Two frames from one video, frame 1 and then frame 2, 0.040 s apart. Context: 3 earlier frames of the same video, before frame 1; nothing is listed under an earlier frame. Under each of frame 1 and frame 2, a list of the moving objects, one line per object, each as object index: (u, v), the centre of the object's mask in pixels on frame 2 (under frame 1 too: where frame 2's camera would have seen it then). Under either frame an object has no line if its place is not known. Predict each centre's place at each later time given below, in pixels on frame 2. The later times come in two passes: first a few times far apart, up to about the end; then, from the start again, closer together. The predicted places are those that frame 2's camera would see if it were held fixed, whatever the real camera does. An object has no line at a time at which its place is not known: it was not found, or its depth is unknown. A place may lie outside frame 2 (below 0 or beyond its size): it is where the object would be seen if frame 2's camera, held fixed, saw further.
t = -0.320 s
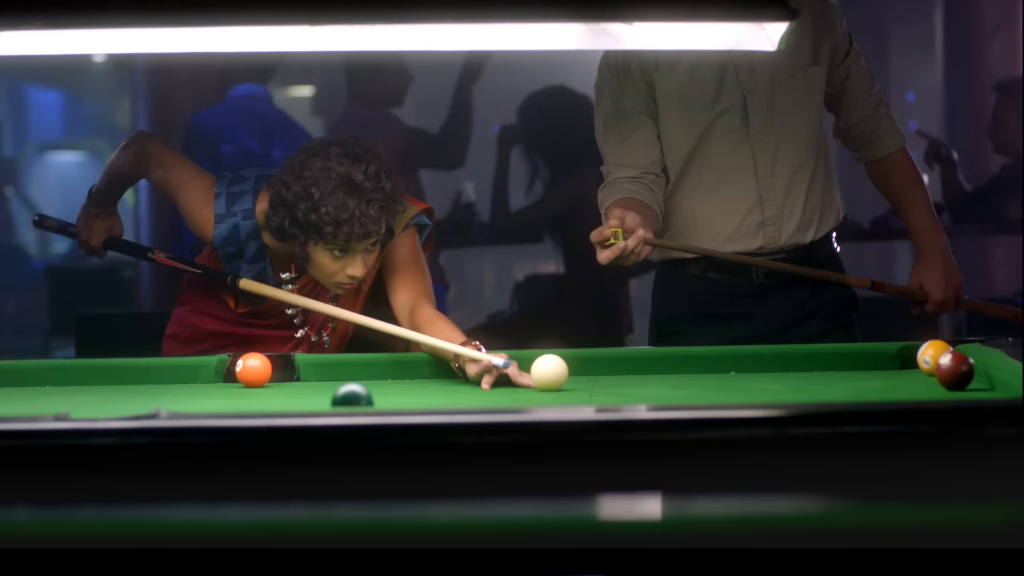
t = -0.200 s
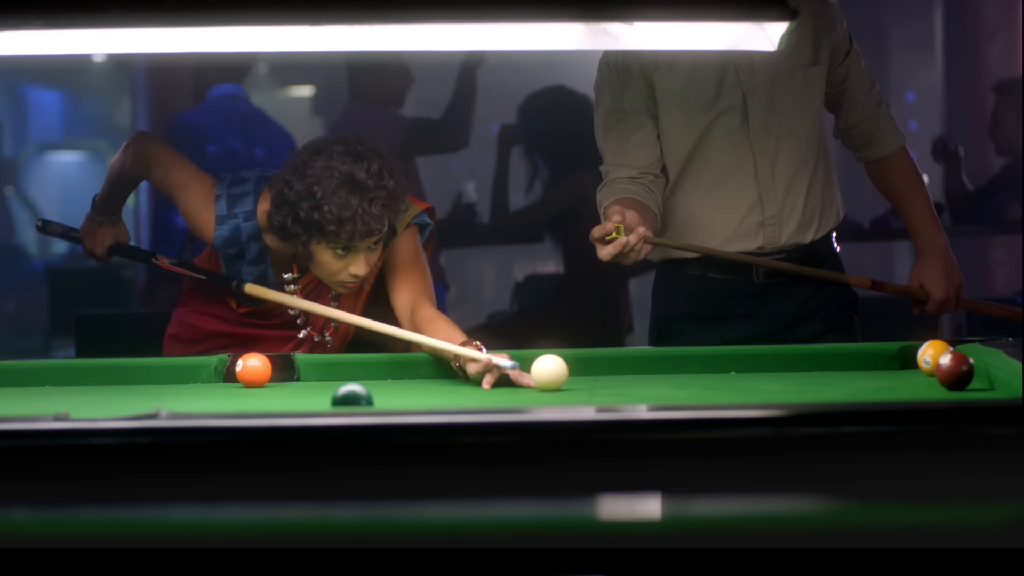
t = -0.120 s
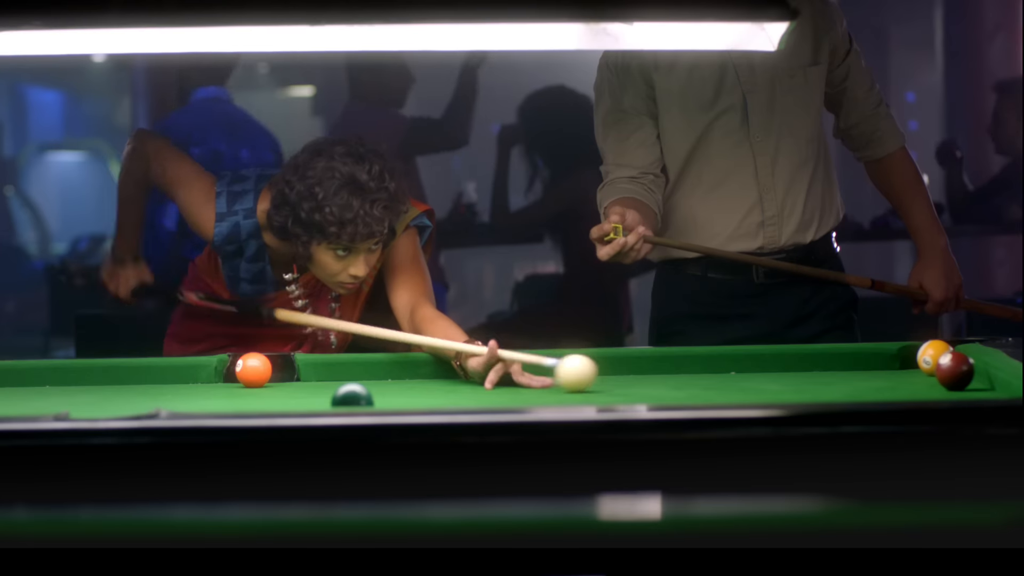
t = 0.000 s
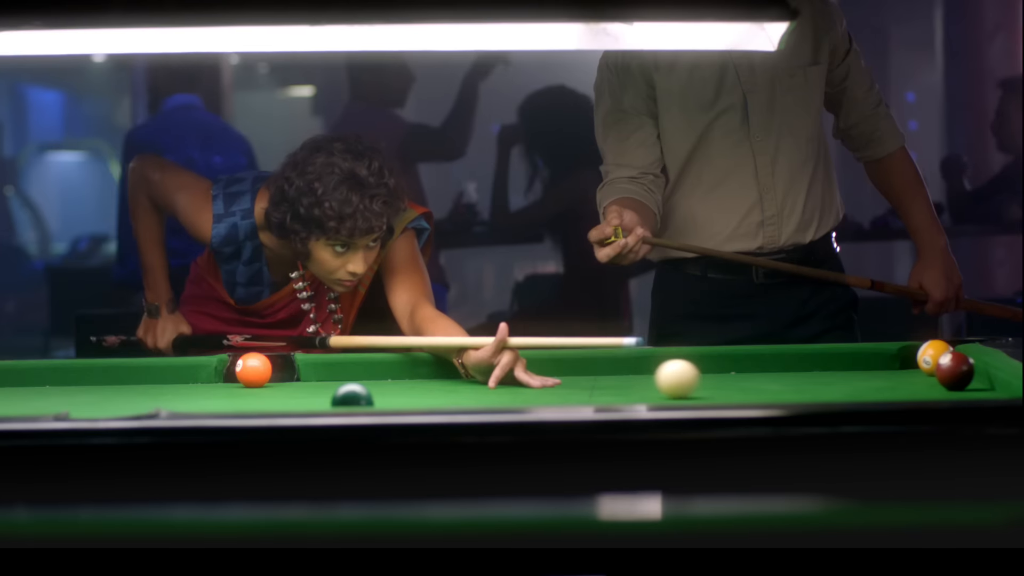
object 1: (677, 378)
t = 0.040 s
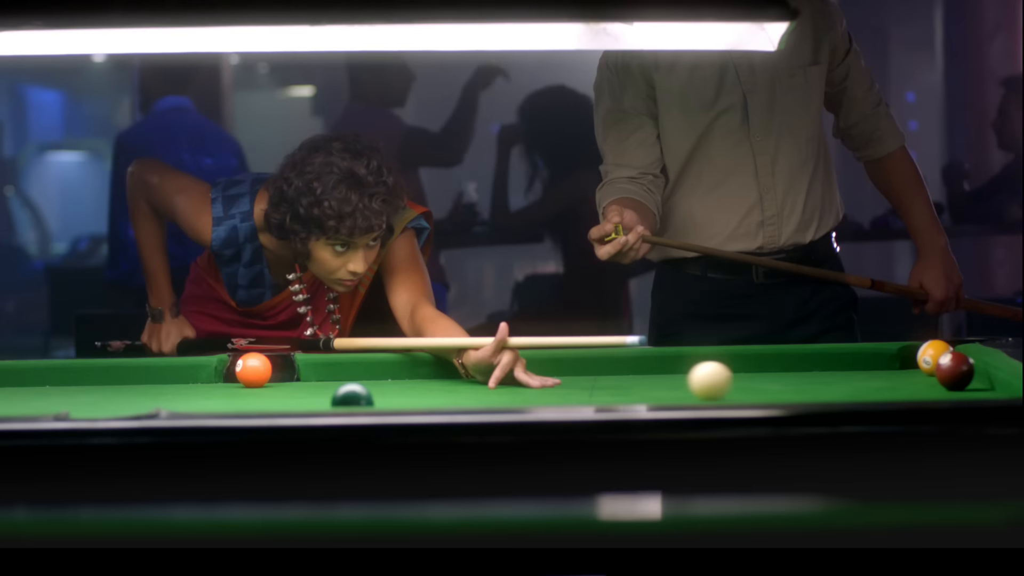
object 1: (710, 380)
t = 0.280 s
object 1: (907, 385)
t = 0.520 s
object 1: (963, 390)
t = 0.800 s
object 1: (835, 392)
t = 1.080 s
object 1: (714, 390)
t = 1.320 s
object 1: (623, 389)
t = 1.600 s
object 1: (528, 387)
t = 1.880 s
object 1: (440, 383)
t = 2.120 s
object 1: (378, 379)
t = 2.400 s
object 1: (311, 376)
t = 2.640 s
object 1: (263, 374)
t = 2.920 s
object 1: (207, 372)
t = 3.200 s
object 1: (152, 372)
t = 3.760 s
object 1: (61, 371)
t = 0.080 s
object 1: (741, 381)
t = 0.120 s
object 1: (773, 382)
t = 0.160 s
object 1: (805, 383)
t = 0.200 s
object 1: (839, 384)
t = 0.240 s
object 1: (873, 385)
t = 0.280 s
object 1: (907, 385)
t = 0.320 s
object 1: (943, 386)
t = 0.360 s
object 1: (978, 386)
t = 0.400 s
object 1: (1008, 388)
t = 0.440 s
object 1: (1000, 389)
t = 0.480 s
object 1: (981, 389)
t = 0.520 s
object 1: (963, 390)
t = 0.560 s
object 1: (947, 391)
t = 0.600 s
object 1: (930, 392)
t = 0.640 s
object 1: (909, 392)
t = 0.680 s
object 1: (890, 392)
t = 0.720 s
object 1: (871, 392)
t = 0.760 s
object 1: (853, 392)
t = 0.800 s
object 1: (835, 392)
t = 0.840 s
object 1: (817, 391)
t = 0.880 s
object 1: (799, 391)
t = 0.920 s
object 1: (782, 391)
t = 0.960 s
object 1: (764, 390)
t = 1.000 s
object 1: (747, 390)
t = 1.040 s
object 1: (730, 390)
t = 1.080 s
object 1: (714, 390)
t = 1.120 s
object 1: (698, 390)
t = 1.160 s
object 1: (682, 390)
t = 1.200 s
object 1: (667, 390)
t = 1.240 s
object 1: (652, 389)
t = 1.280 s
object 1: (637, 389)
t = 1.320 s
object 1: (623, 389)
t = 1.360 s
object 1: (609, 389)
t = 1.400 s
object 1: (594, 388)
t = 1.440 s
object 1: (581, 388)
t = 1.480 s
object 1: (567, 388)
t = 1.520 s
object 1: (554, 388)
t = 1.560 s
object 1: (541, 388)
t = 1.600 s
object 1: (528, 387)
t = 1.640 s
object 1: (515, 387)
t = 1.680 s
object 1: (502, 387)
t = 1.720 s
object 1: (490, 387)
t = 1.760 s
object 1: (477, 387)
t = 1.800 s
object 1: (465, 386)
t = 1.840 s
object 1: (452, 385)
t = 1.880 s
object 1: (440, 383)
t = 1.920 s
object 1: (428, 382)
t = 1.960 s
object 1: (418, 382)
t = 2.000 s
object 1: (407, 381)
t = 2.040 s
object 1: (397, 380)
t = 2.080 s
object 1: (387, 380)
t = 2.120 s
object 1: (378, 379)
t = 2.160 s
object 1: (369, 376)
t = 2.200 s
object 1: (359, 374)
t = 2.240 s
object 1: (348, 374)
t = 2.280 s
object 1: (338, 375)
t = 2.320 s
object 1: (329, 376)
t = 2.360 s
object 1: (320, 377)
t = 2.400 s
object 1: (311, 376)
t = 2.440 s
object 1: (303, 376)
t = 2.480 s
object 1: (294, 375)
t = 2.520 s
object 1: (286, 375)
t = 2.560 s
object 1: (278, 374)
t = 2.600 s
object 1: (271, 374)
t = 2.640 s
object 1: (263, 374)
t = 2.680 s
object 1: (256, 373)
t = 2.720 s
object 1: (248, 373)
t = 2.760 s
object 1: (240, 373)
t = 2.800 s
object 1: (232, 372)
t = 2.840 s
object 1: (223, 372)
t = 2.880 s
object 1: (215, 372)
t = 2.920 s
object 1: (207, 372)
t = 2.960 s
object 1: (199, 372)
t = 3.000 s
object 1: (191, 372)
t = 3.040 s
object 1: (183, 372)
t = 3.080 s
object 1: (175, 372)
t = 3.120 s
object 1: (167, 372)
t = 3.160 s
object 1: (160, 372)
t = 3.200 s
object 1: (152, 372)
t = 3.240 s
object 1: (145, 372)
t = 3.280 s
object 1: (137, 372)
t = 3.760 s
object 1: (61, 371)
